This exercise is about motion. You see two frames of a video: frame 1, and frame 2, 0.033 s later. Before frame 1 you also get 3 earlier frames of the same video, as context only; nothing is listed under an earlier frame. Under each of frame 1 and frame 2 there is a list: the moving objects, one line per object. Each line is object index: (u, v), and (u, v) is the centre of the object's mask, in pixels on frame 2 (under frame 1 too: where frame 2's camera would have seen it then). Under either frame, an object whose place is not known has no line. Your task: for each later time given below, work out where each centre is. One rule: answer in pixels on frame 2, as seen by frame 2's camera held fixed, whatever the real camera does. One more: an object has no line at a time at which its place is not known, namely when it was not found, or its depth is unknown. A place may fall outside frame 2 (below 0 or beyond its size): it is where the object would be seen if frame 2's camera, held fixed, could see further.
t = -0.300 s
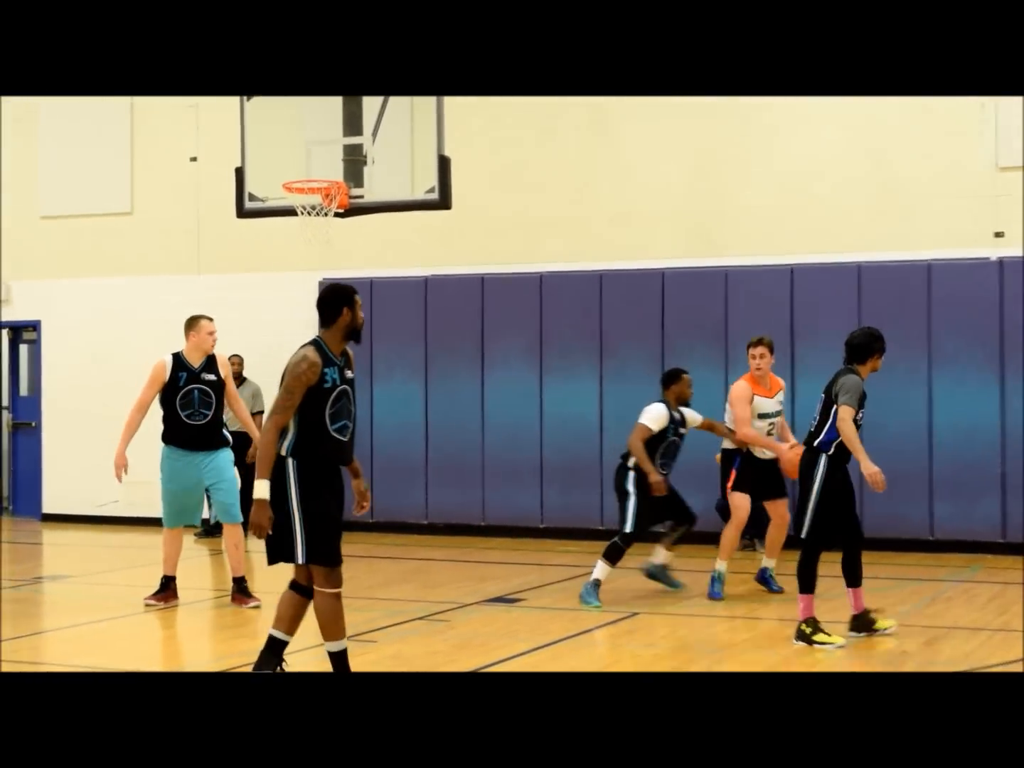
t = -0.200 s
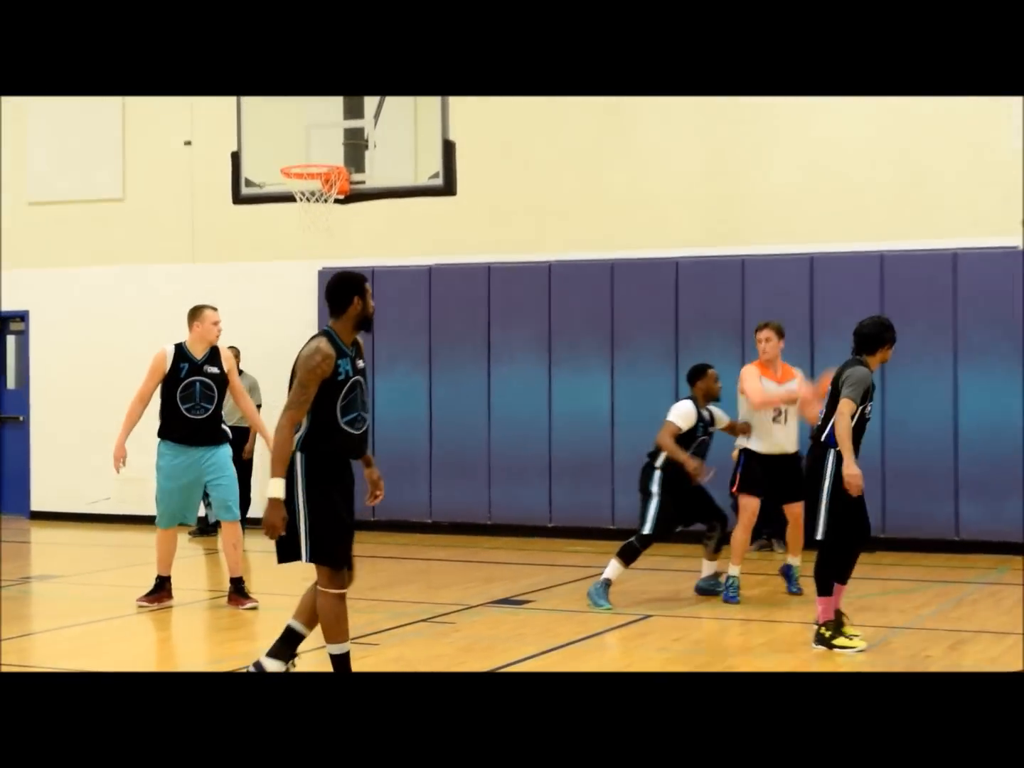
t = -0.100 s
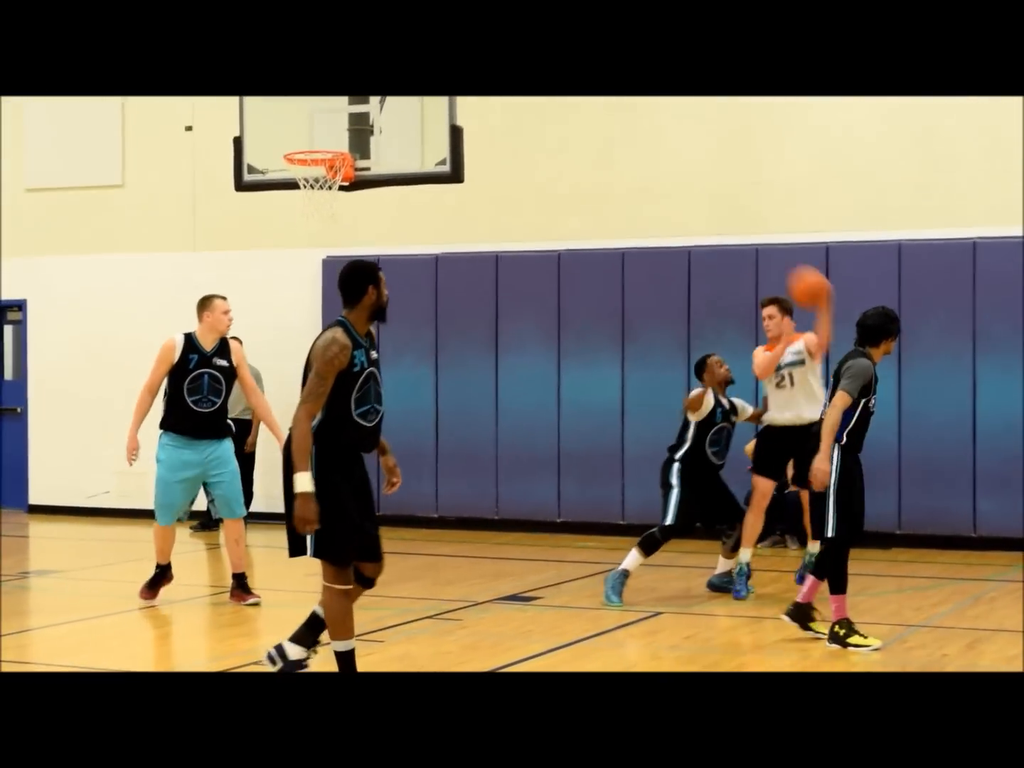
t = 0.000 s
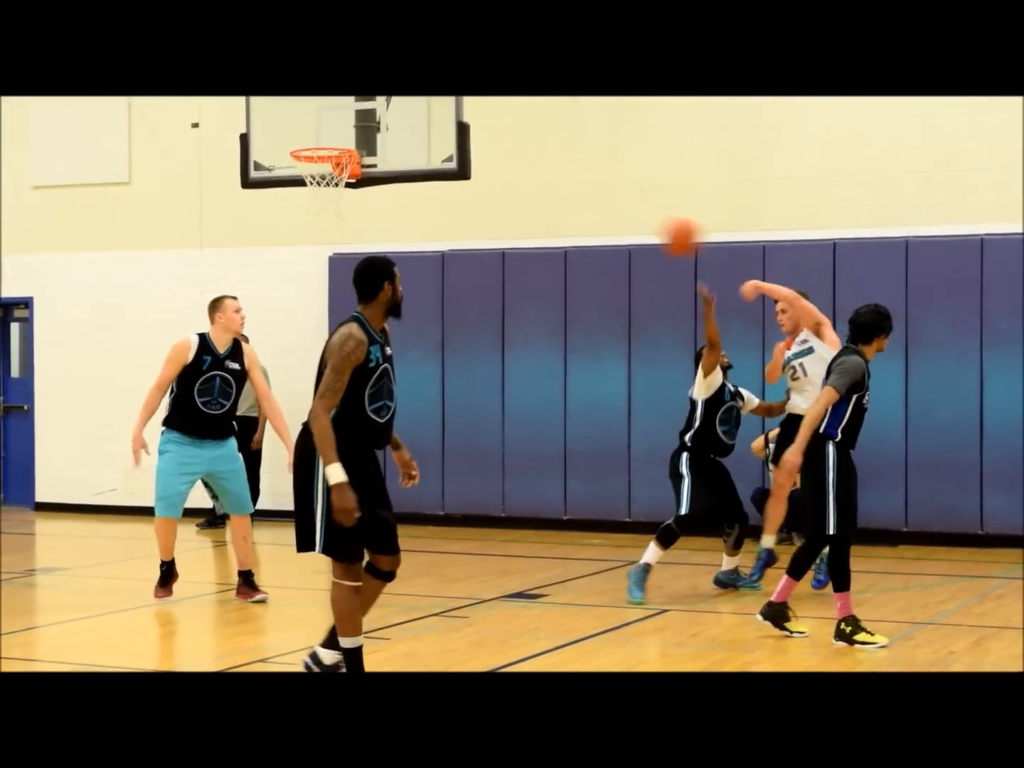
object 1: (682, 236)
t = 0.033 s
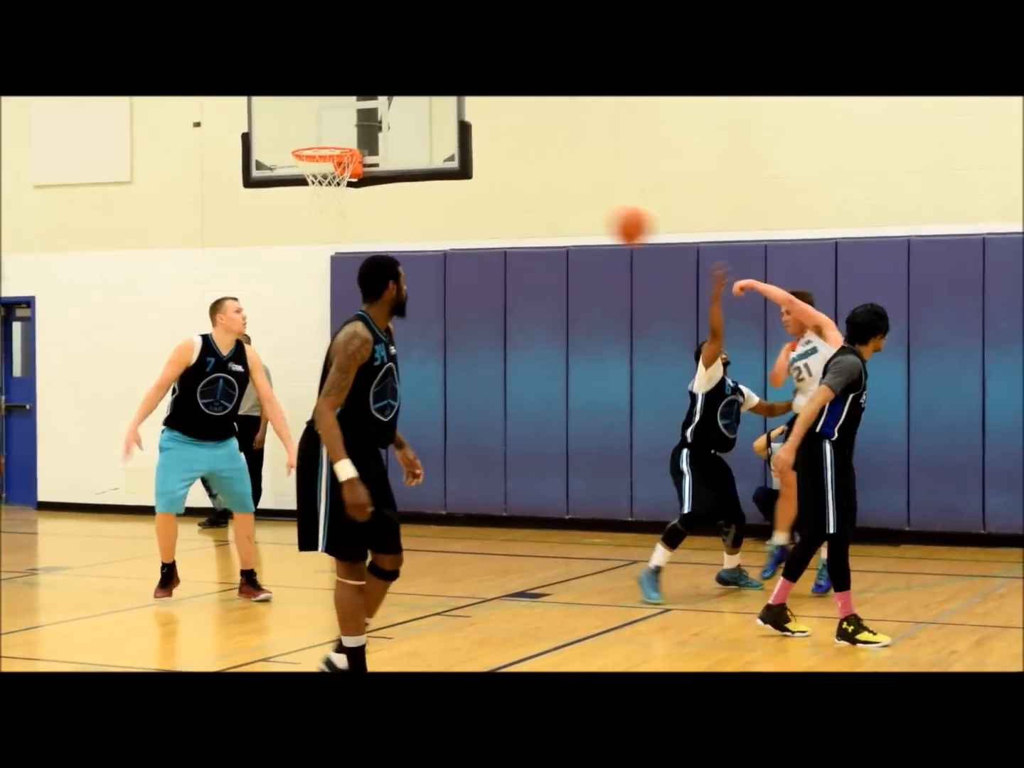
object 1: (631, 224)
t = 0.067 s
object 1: (578, 216)
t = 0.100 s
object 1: (523, 209)
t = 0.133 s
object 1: (468, 204)
